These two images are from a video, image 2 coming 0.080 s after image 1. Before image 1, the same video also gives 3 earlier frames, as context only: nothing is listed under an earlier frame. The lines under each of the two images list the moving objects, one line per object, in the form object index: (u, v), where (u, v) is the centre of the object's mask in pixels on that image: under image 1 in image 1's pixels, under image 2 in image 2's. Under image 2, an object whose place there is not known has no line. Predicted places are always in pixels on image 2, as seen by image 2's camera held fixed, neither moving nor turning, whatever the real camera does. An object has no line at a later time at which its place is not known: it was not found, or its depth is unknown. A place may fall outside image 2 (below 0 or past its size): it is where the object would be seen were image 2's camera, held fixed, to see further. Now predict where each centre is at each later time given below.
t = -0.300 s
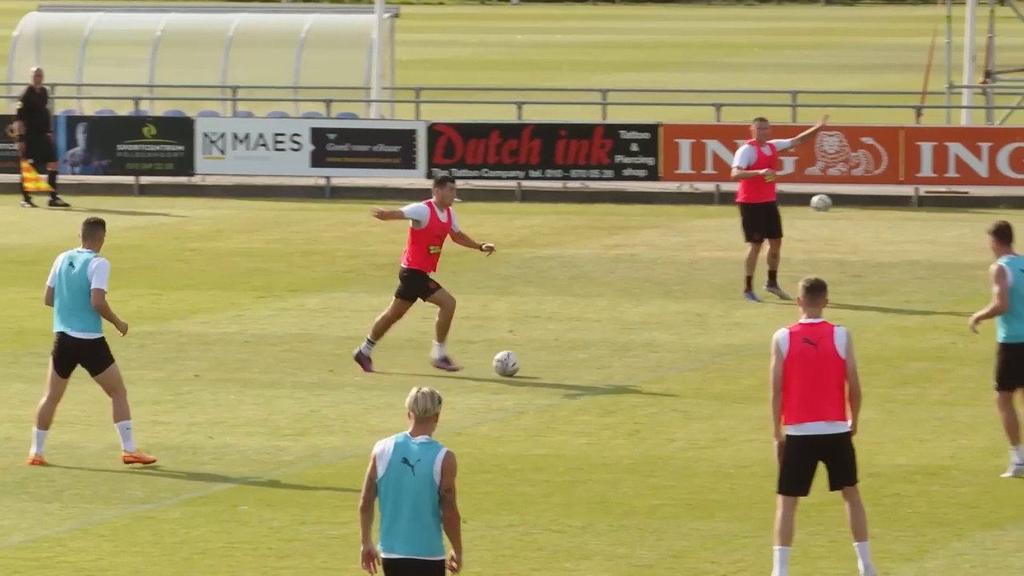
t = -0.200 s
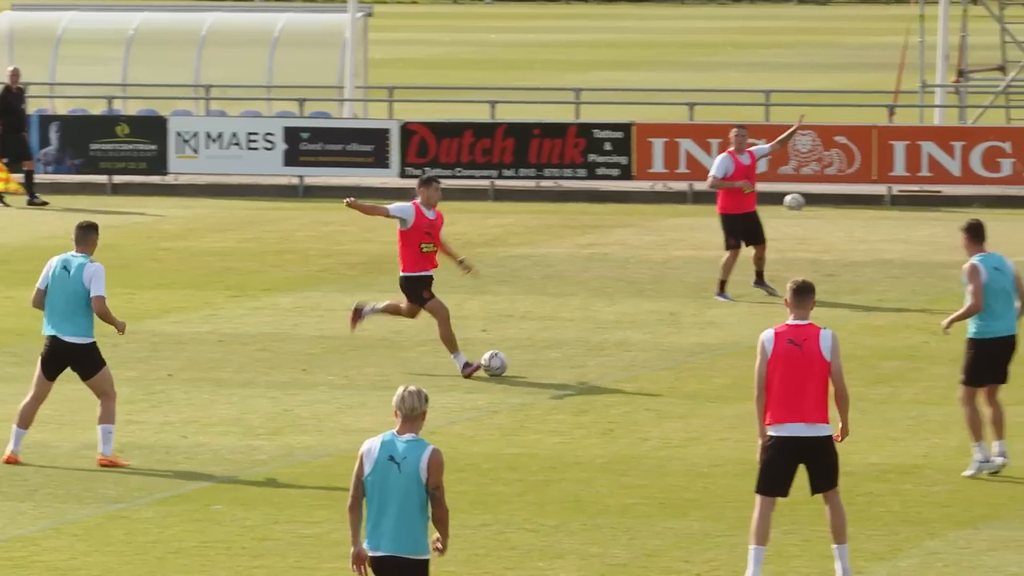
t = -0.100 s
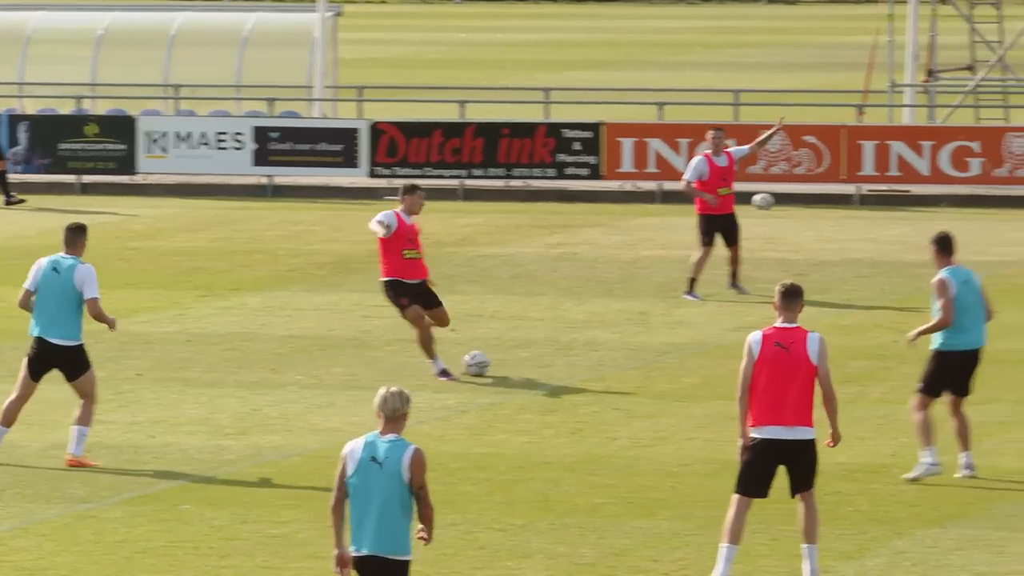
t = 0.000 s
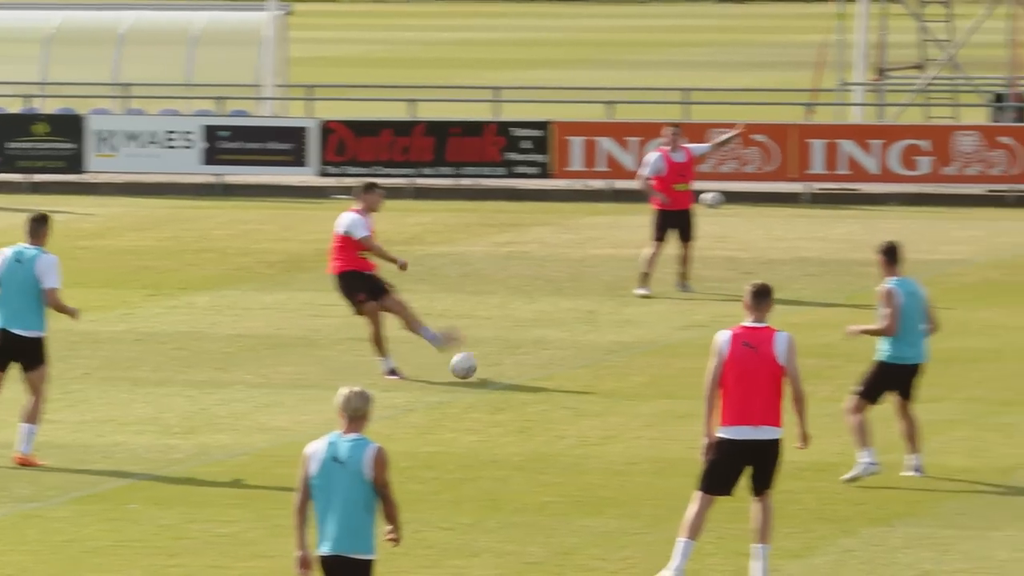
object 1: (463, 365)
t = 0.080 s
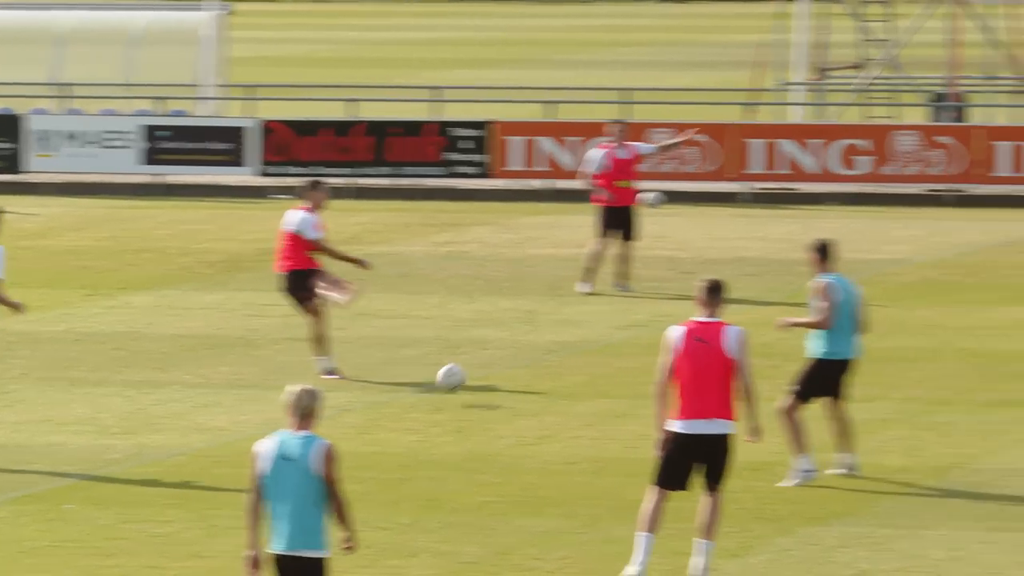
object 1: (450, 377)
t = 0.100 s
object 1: (462, 383)
